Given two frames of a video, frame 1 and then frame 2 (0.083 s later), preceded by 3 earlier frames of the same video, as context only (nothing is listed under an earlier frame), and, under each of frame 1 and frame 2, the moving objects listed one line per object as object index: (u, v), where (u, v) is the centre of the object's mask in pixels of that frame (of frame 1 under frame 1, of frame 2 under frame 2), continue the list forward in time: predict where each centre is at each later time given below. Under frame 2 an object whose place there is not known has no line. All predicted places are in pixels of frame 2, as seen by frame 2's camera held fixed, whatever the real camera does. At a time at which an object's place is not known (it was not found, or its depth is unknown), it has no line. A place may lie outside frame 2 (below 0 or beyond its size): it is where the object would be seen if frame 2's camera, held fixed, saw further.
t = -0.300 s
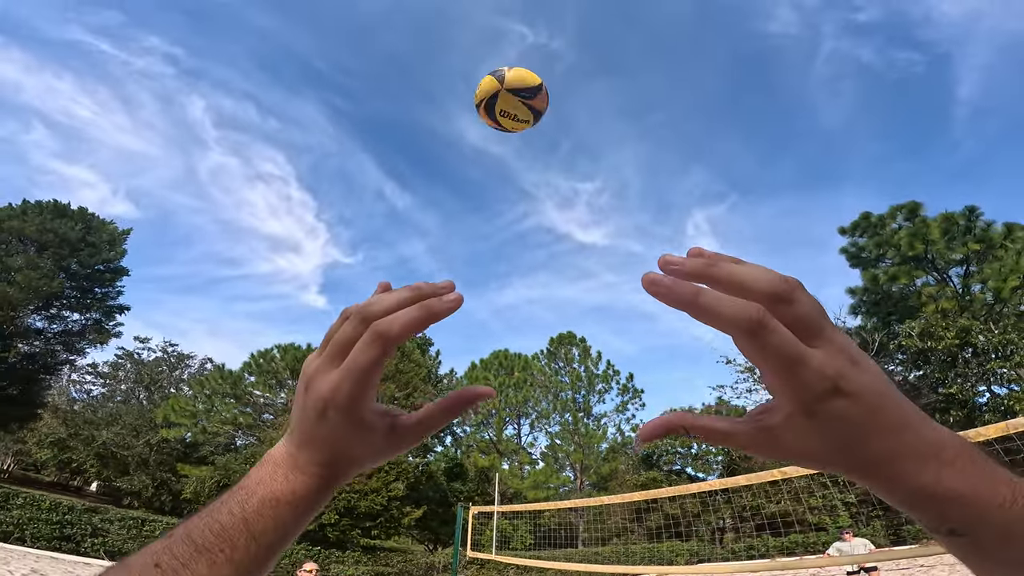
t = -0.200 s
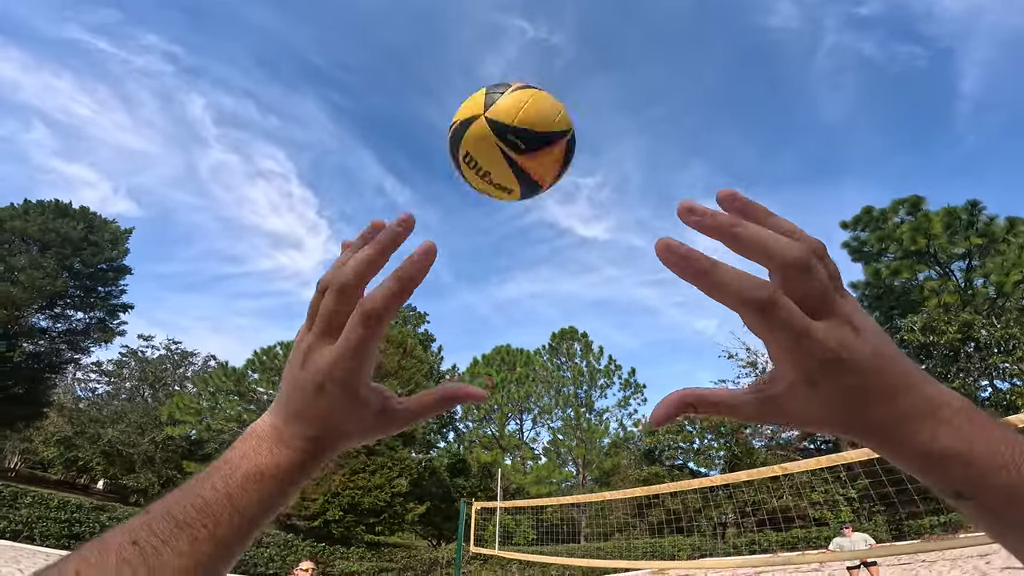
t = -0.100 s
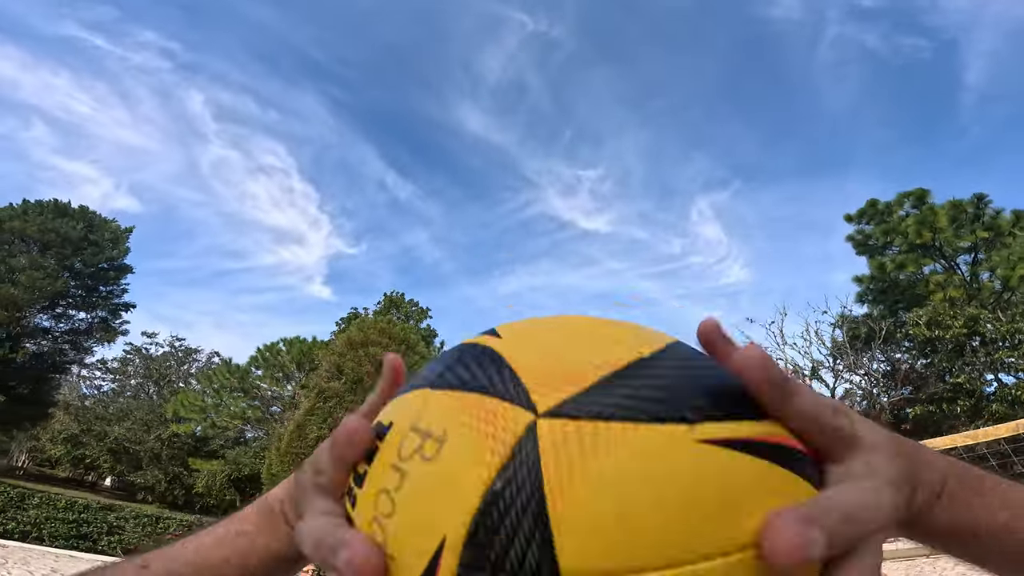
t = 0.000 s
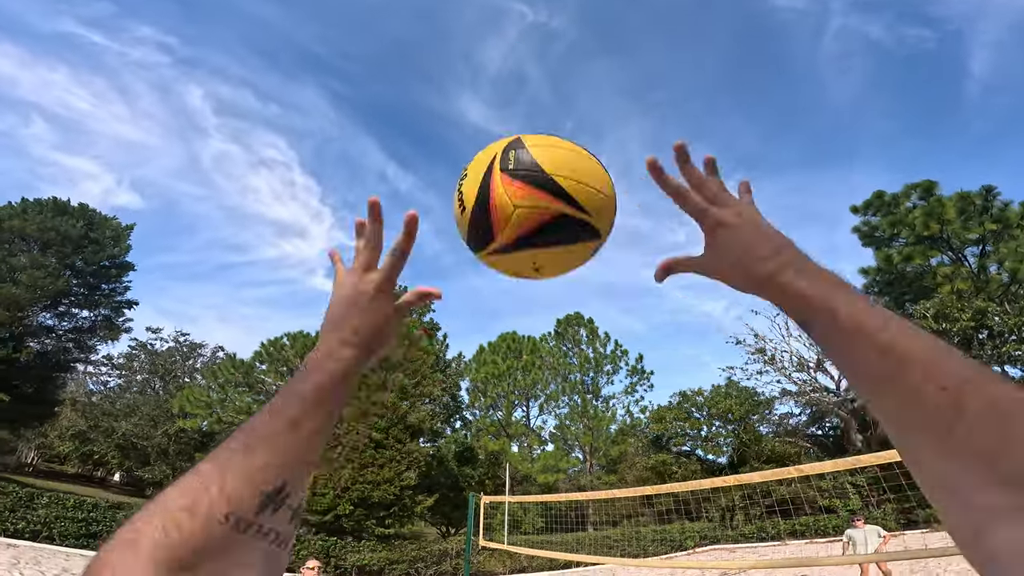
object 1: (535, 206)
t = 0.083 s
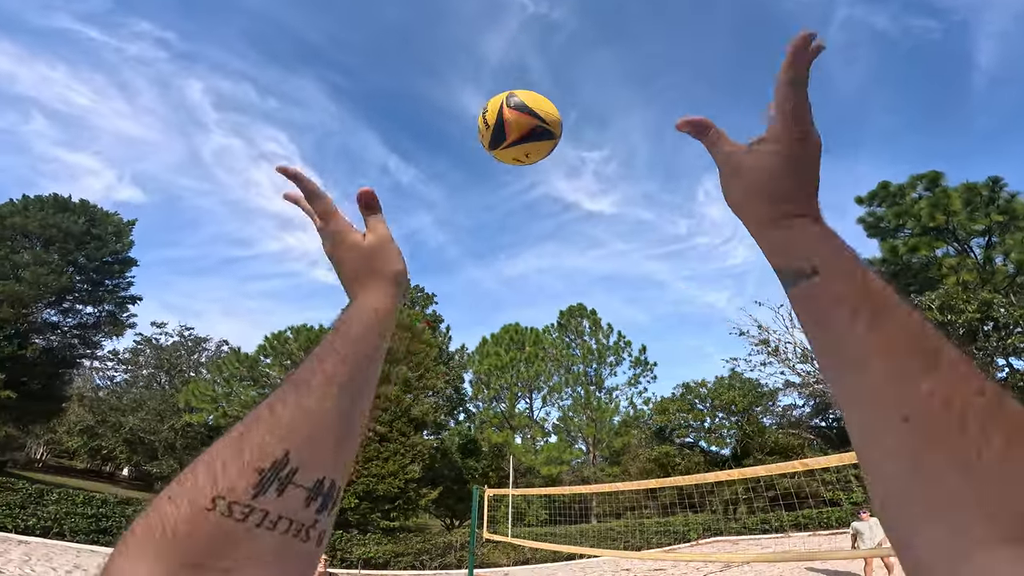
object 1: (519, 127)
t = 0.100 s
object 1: (518, 119)
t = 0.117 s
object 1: (517, 113)
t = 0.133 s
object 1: (516, 108)
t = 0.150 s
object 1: (515, 104)
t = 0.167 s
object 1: (514, 101)
